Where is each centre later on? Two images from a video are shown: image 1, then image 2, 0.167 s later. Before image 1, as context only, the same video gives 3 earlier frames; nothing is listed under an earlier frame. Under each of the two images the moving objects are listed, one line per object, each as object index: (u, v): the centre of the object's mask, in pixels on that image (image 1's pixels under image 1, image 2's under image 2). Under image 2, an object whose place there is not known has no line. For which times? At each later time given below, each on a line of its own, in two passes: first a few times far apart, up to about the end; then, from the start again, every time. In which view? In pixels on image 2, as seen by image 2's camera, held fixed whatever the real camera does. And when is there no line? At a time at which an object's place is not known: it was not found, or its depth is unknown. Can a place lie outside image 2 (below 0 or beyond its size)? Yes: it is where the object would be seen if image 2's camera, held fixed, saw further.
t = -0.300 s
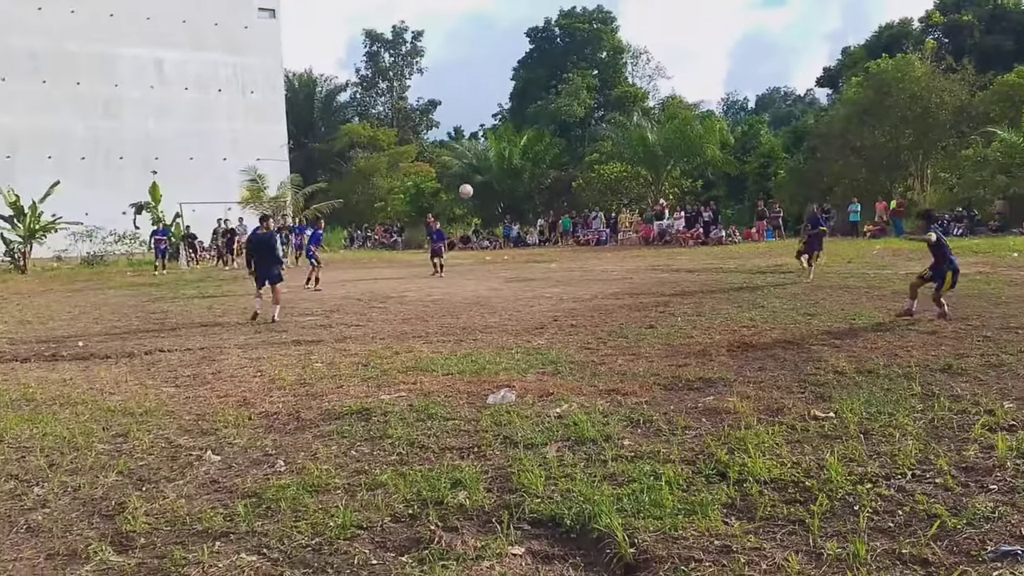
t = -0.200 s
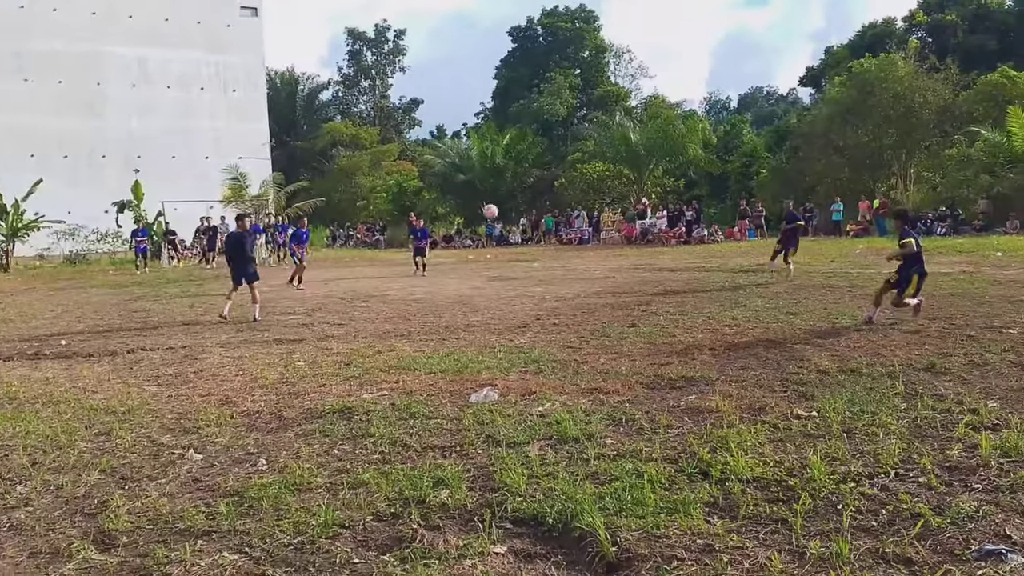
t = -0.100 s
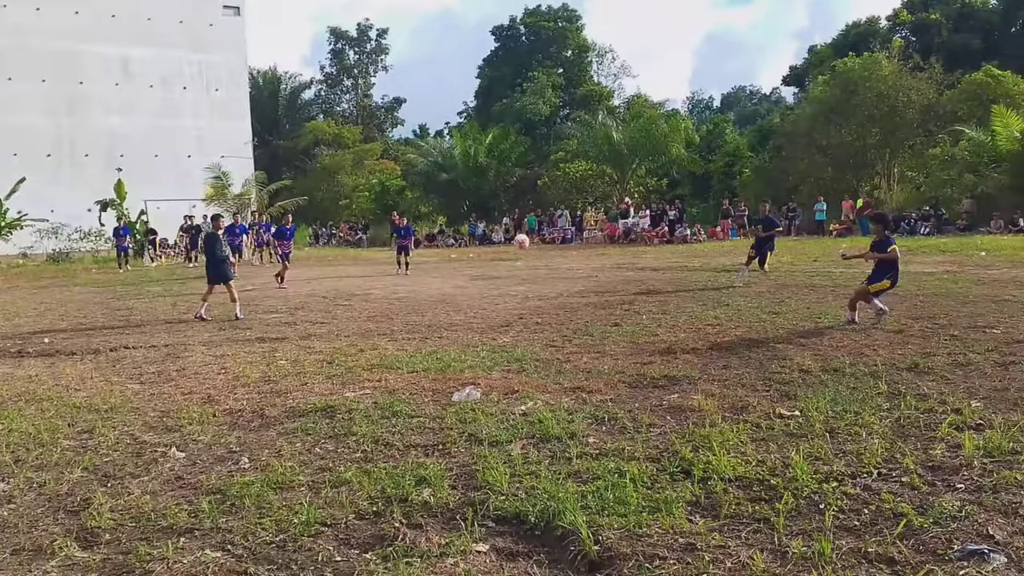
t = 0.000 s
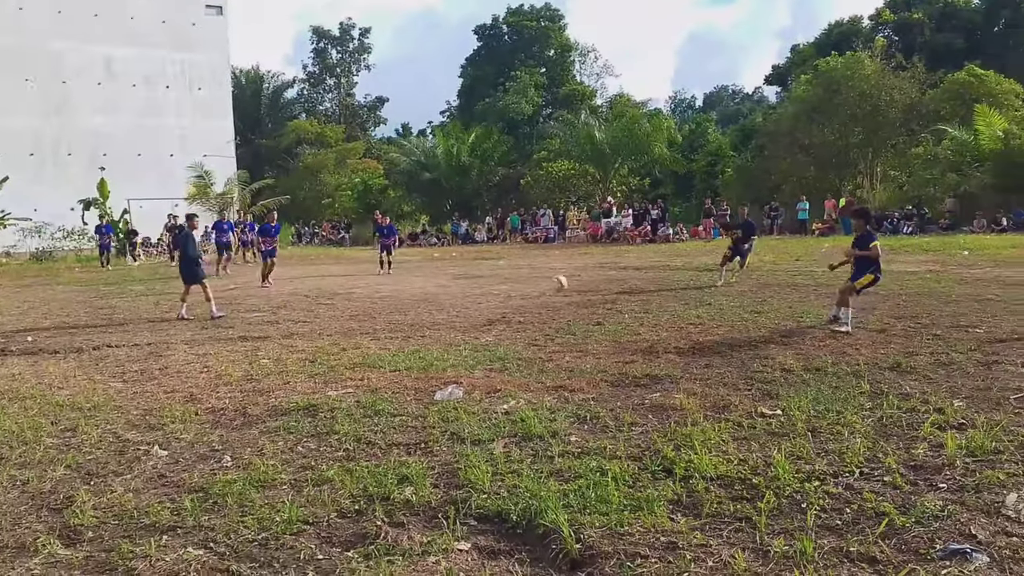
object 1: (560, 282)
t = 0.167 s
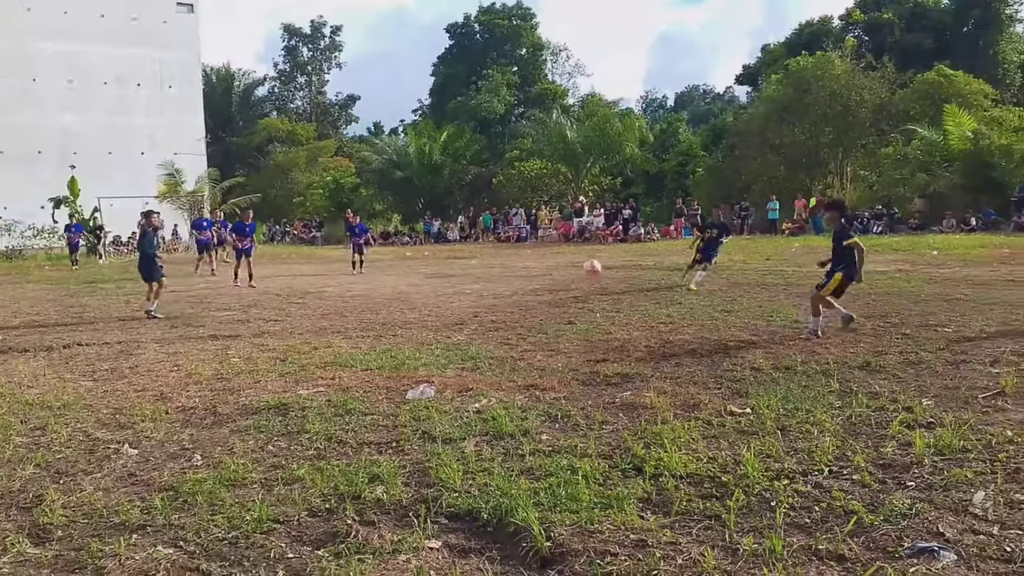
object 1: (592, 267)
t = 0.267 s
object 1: (616, 229)
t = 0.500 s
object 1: (680, 163)
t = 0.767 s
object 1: (766, 141)
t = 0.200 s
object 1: (601, 254)
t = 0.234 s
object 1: (608, 241)
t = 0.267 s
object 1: (616, 229)
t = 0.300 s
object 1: (625, 219)
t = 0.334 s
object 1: (634, 207)
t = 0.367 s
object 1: (643, 196)
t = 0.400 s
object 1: (652, 187)
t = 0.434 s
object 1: (661, 178)
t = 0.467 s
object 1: (671, 170)
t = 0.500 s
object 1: (680, 163)
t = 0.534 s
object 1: (691, 157)
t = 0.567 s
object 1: (701, 152)
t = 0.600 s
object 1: (711, 148)
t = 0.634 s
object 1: (722, 144)
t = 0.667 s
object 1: (733, 142)
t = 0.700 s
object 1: (744, 141)
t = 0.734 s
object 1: (755, 140)
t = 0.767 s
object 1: (766, 141)
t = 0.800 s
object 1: (778, 143)
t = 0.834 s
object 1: (789, 146)
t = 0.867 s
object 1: (801, 150)
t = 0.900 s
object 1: (814, 156)
